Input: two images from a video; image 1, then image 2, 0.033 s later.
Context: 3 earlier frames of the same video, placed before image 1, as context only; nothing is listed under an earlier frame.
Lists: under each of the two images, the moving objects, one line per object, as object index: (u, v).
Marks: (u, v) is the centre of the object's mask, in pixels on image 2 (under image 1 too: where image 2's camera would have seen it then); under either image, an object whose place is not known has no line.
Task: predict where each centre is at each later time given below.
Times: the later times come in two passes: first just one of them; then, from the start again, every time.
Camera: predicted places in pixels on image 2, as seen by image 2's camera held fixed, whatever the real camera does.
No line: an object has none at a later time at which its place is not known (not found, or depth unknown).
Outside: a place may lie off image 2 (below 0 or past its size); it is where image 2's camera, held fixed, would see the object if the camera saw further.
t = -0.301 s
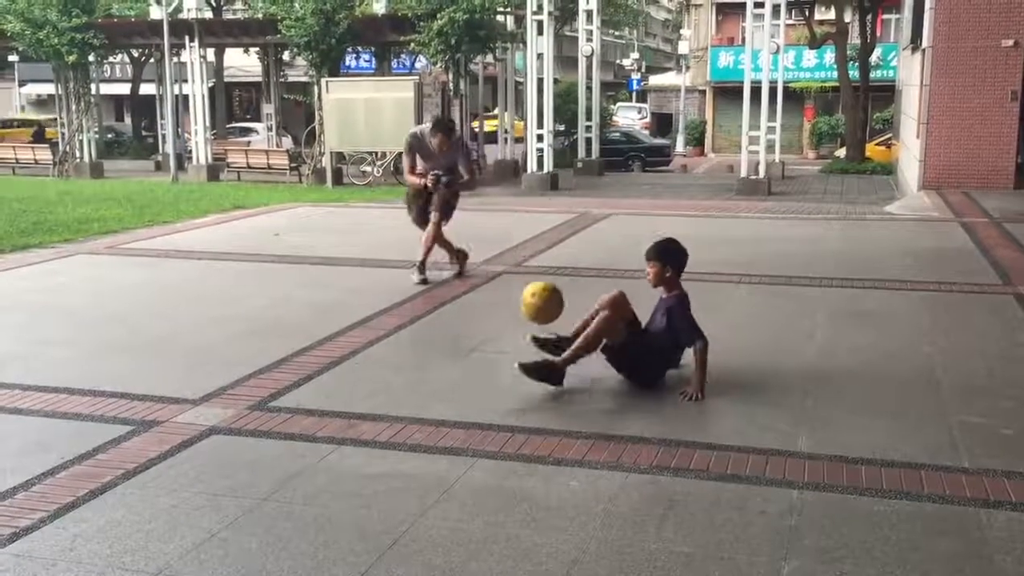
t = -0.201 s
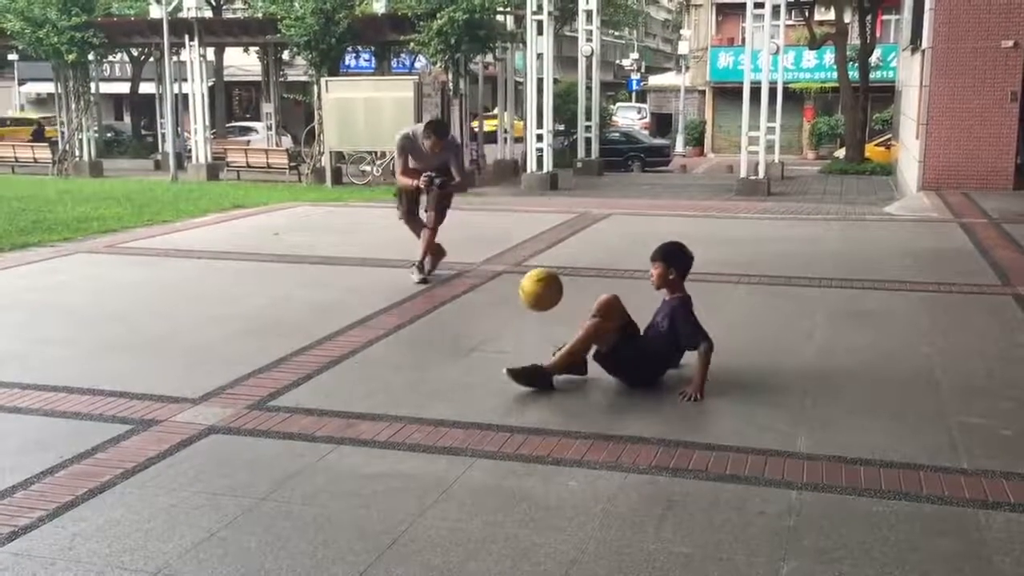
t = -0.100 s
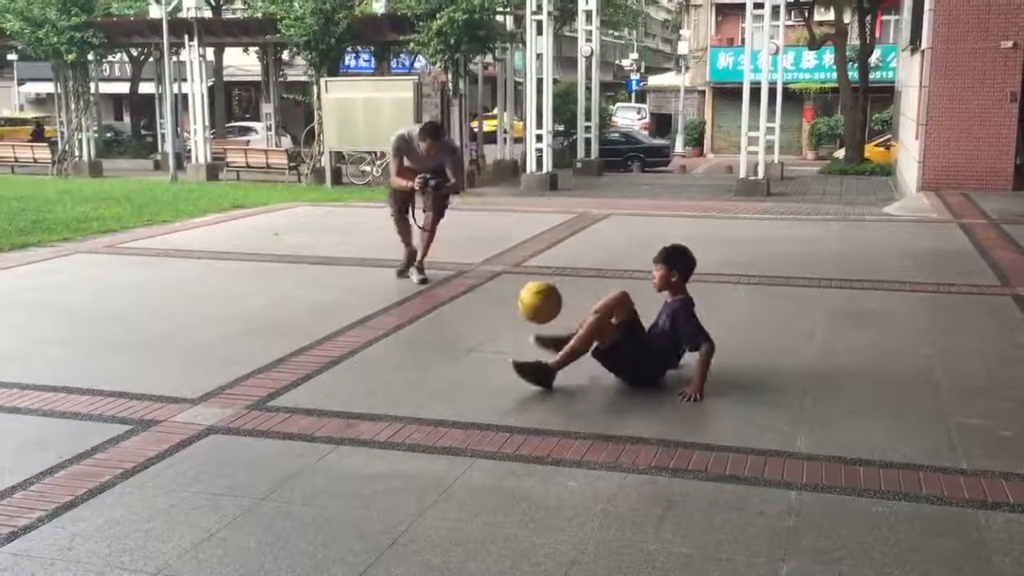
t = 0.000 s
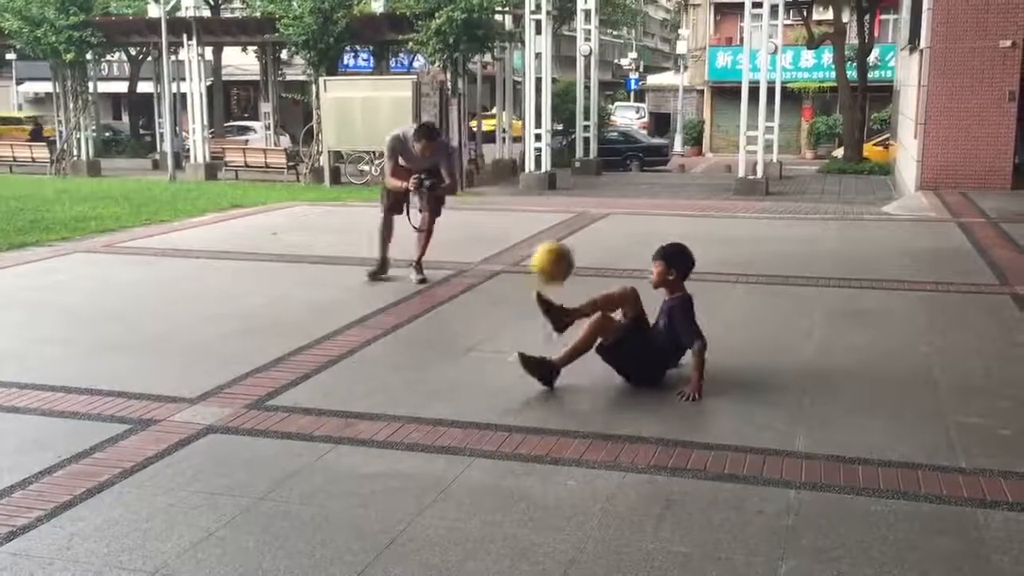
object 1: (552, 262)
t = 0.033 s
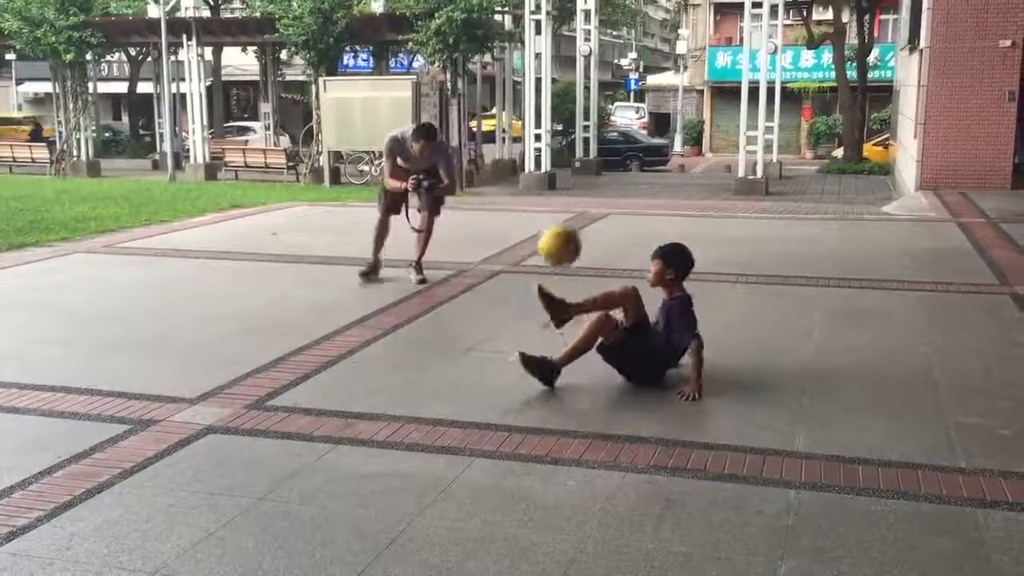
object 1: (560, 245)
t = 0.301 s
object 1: (620, 182)
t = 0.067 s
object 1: (567, 229)
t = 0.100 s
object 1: (576, 216)
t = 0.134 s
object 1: (583, 205)
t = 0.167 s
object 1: (590, 196)
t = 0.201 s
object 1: (598, 189)
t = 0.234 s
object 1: (605, 185)
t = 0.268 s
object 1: (613, 183)
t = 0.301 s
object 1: (620, 182)
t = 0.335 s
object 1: (628, 184)
